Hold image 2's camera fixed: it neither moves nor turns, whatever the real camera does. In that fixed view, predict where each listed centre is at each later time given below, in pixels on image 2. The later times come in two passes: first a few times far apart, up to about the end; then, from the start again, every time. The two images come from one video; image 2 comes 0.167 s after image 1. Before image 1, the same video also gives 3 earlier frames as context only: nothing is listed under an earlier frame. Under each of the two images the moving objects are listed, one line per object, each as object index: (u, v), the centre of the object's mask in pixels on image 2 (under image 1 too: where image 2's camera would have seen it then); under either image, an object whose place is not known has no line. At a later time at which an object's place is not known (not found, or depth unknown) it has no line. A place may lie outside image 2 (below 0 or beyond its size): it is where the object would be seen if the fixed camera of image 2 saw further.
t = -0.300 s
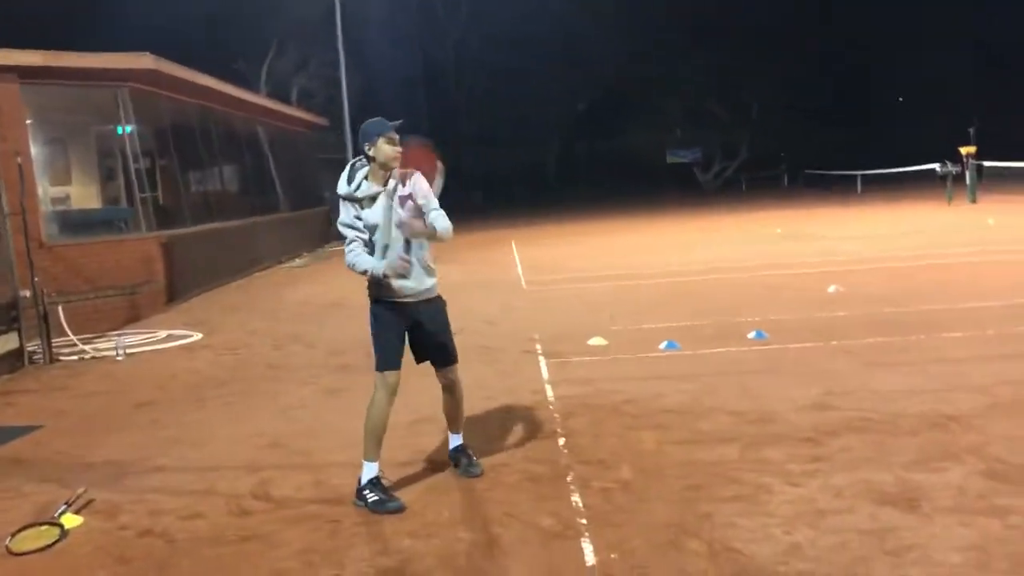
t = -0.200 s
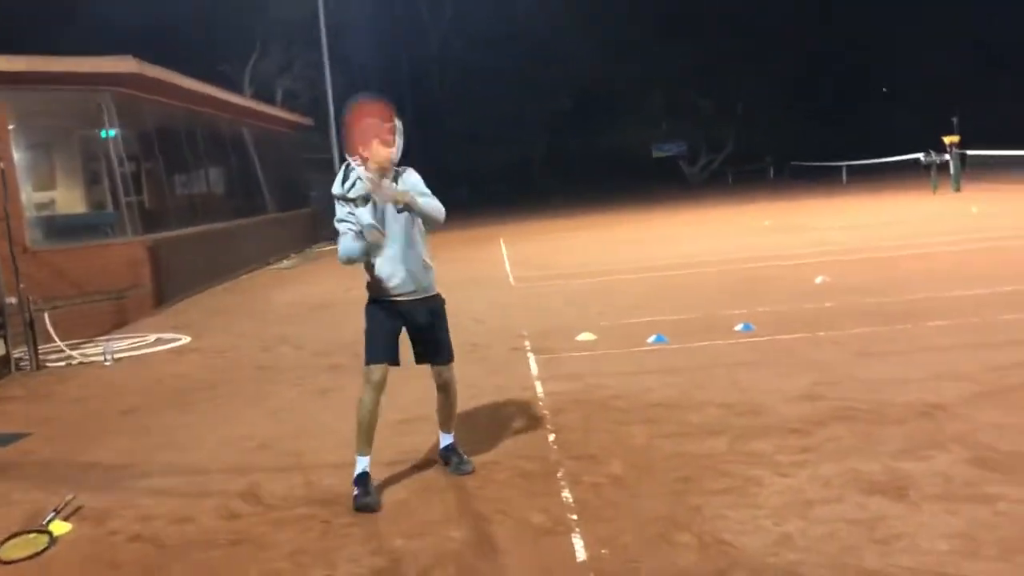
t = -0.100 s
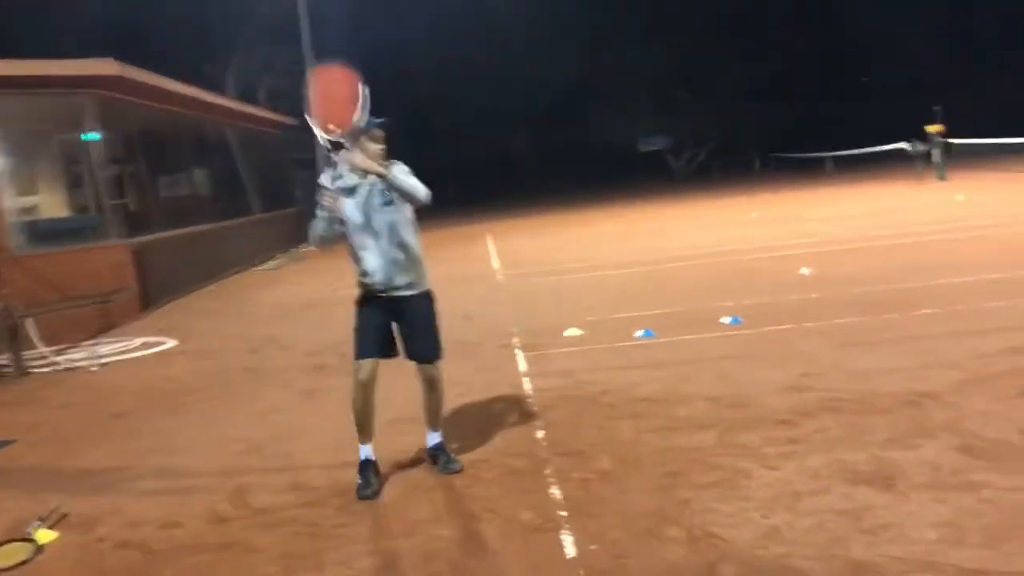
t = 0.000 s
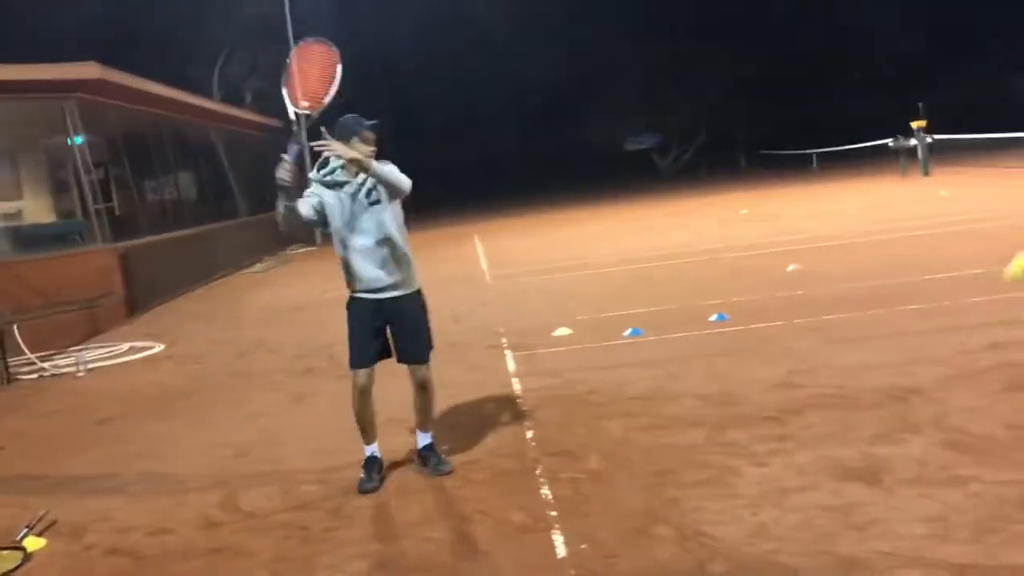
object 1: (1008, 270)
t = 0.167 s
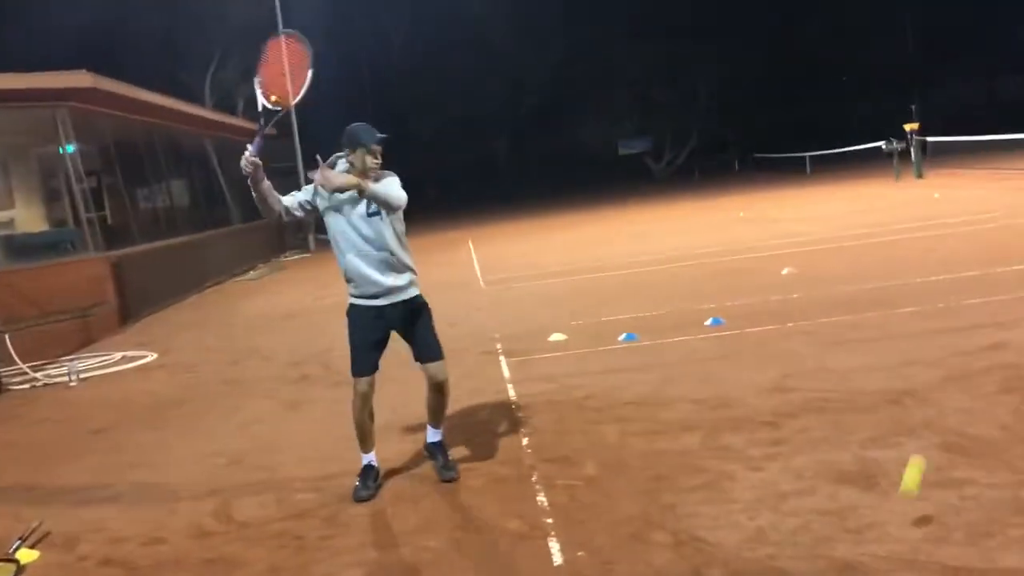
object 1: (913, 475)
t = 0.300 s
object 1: (843, 448)
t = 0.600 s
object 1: (705, 325)
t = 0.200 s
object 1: (895, 523)
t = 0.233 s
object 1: (878, 508)
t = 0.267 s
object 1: (860, 476)
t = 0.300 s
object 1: (843, 448)
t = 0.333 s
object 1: (828, 424)
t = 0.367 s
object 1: (811, 402)
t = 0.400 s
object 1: (794, 381)
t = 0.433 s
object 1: (778, 365)
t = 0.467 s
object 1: (764, 351)
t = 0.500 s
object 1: (748, 340)
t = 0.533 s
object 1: (734, 333)
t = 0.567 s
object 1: (719, 328)
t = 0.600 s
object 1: (705, 325)
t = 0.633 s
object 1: (693, 324)
